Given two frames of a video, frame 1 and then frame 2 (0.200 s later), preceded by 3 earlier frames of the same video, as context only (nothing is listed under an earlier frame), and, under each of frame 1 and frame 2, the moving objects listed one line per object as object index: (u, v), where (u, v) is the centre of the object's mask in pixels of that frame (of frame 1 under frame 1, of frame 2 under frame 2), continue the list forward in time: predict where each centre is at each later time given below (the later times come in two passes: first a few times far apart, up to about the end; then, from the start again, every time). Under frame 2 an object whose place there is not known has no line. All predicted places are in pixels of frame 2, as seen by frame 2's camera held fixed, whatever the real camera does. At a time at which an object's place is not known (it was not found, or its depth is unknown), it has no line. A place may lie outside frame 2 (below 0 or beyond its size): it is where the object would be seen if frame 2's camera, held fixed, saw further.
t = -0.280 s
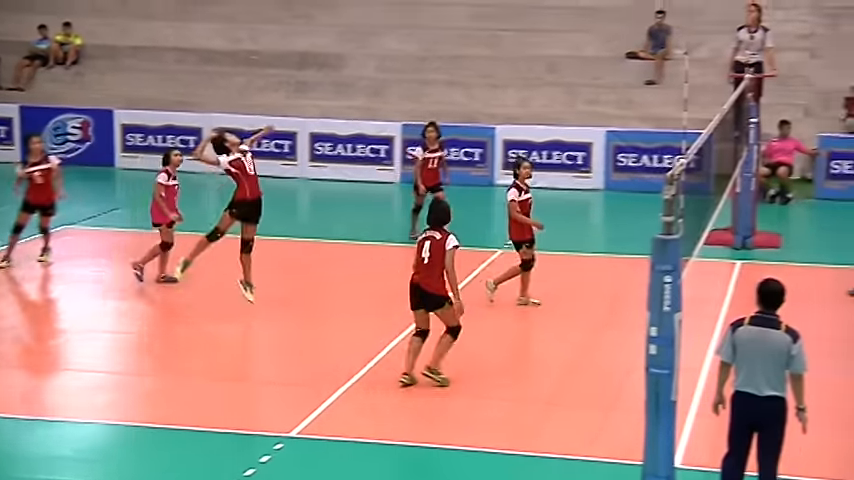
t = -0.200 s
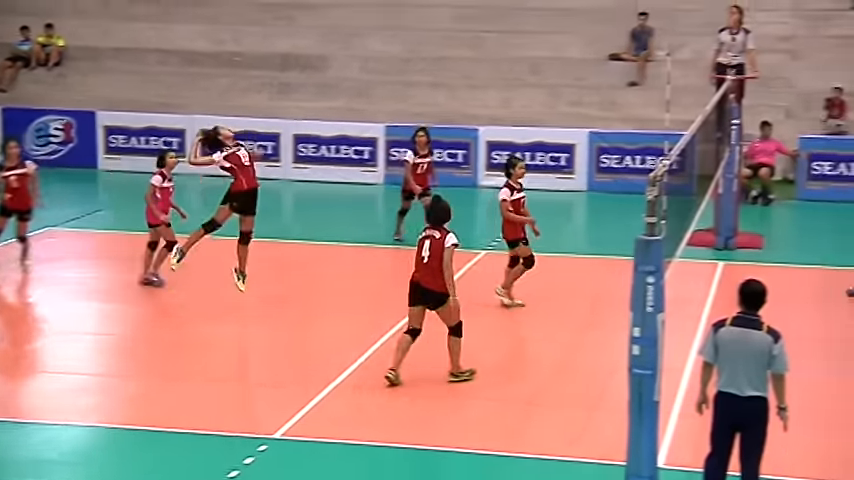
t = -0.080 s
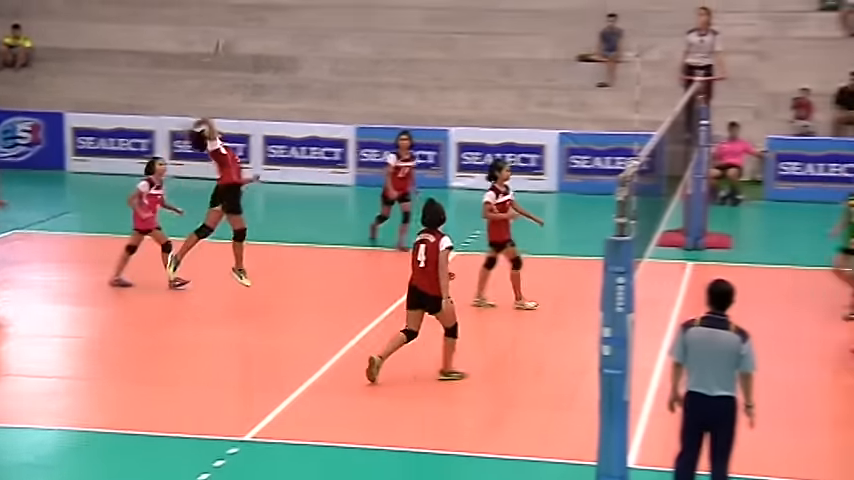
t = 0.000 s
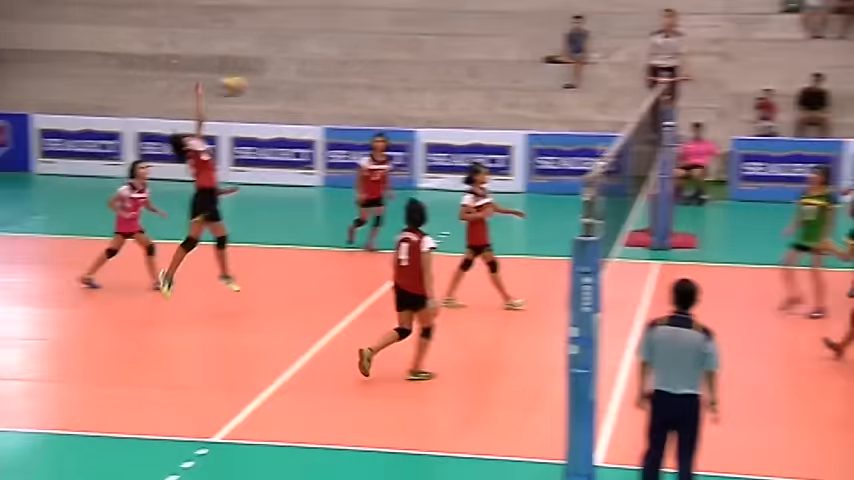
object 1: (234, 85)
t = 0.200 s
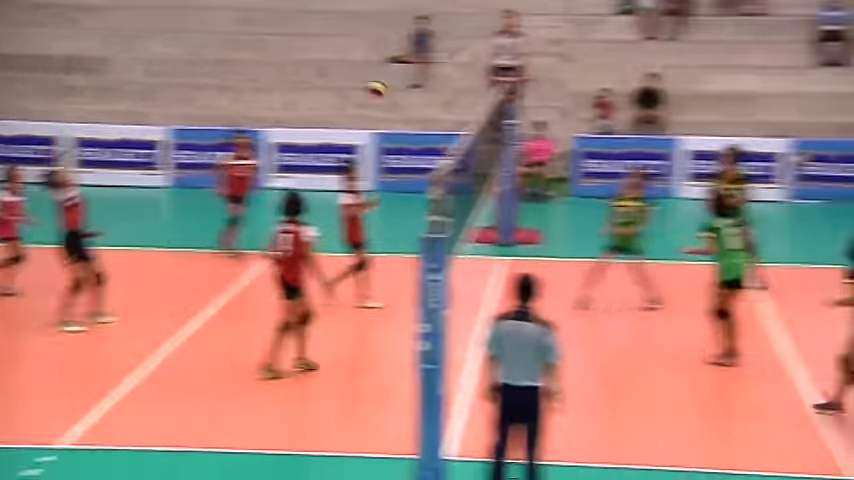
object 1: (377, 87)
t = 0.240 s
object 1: (432, 90)
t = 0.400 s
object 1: (632, 118)
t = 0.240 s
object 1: (432, 90)
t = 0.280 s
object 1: (489, 100)
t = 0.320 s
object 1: (537, 106)
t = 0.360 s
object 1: (585, 110)
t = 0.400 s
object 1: (632, 118)
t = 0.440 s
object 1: (678, 127)
